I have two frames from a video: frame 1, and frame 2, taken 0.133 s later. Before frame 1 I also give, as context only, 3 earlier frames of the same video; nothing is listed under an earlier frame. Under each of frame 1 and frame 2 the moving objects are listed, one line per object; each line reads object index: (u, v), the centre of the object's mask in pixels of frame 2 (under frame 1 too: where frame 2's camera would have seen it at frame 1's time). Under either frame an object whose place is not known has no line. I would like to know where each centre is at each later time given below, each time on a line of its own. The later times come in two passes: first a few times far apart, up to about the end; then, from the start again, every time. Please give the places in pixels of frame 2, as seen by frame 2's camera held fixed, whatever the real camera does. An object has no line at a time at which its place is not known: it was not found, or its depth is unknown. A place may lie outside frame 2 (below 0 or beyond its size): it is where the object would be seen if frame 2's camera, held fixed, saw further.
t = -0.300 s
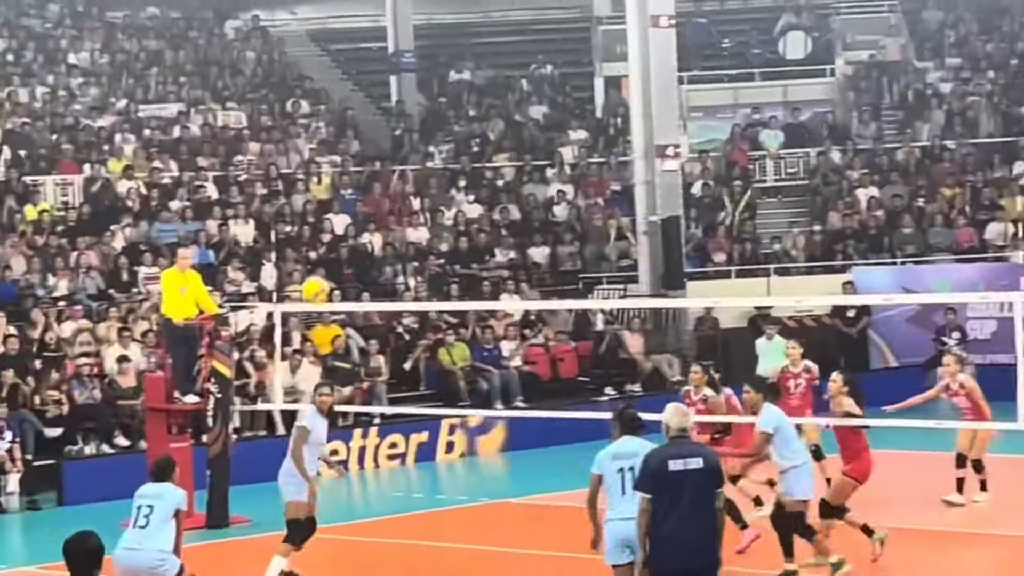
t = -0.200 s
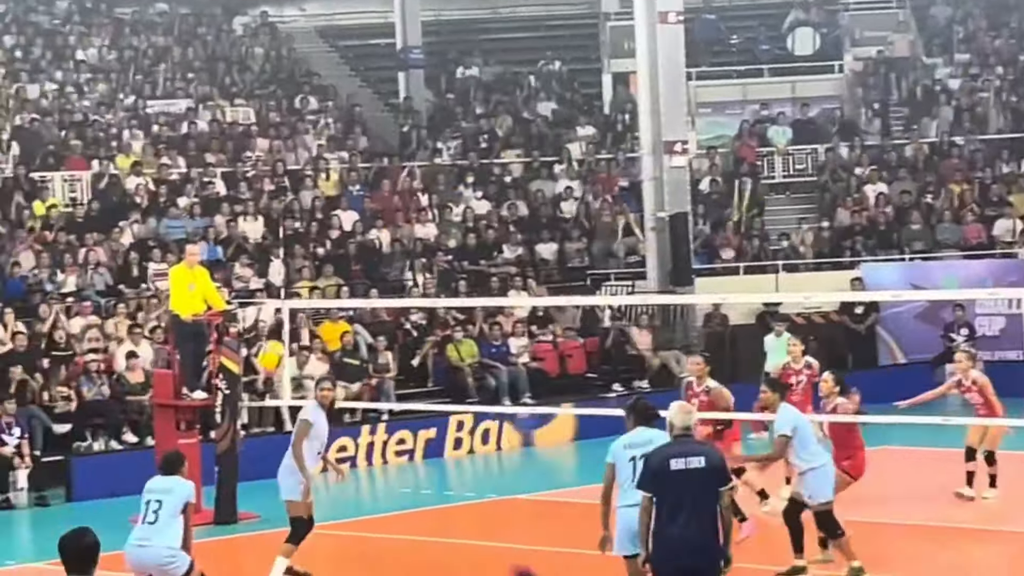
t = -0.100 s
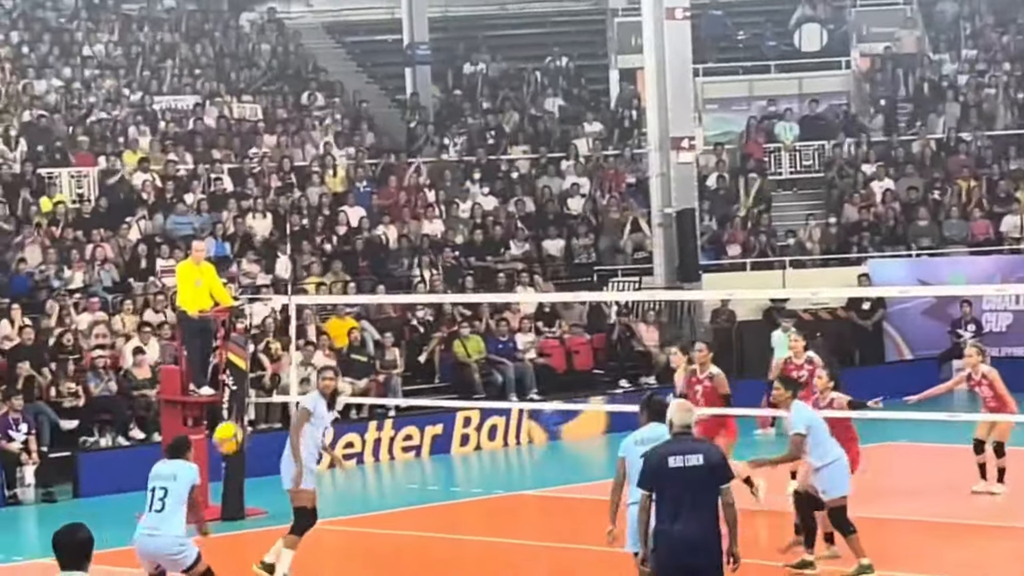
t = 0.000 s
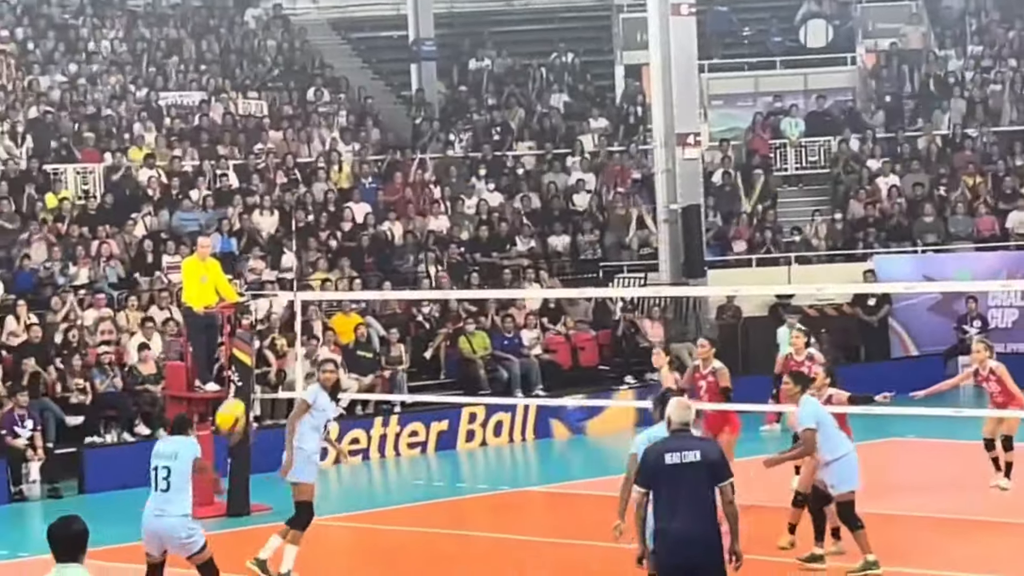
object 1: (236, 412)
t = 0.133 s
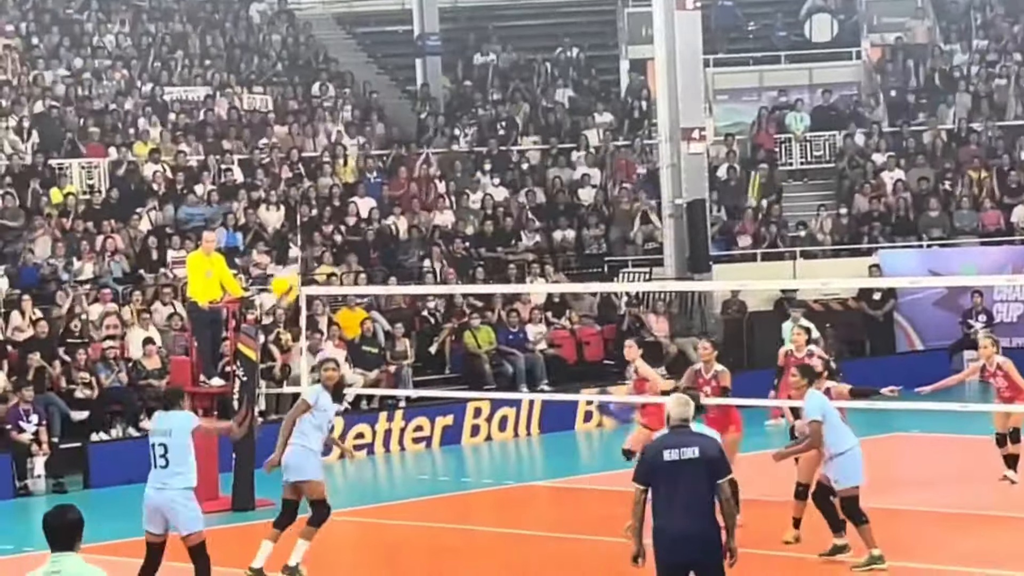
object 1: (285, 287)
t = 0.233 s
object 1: (323, 213)
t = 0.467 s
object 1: (407, 101)
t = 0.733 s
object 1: (499, 68)
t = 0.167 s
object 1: (298, 260)
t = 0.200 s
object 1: (310, 236)
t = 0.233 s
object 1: (323, 213)
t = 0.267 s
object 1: (335, 191)
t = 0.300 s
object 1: (347, 171)
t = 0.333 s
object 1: (359, 154)
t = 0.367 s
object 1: (372, 138)
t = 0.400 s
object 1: (383, 123)
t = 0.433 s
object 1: (395, 111)
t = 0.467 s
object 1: (407, 101)
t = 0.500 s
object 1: (420, 92)
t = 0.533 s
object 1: (433, 84)
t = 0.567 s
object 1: (443, 77)
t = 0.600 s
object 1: (455, 72)
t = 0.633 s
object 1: (466, 69)
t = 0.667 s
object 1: (477, 67)
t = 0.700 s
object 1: (487, 67)
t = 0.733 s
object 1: (499, 68)
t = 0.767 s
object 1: (510, 71)
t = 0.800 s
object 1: (521, 74)
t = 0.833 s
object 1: (531, 80)
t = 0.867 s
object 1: (541, 86)
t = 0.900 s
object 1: (552, 94)
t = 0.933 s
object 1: (563, 104)
